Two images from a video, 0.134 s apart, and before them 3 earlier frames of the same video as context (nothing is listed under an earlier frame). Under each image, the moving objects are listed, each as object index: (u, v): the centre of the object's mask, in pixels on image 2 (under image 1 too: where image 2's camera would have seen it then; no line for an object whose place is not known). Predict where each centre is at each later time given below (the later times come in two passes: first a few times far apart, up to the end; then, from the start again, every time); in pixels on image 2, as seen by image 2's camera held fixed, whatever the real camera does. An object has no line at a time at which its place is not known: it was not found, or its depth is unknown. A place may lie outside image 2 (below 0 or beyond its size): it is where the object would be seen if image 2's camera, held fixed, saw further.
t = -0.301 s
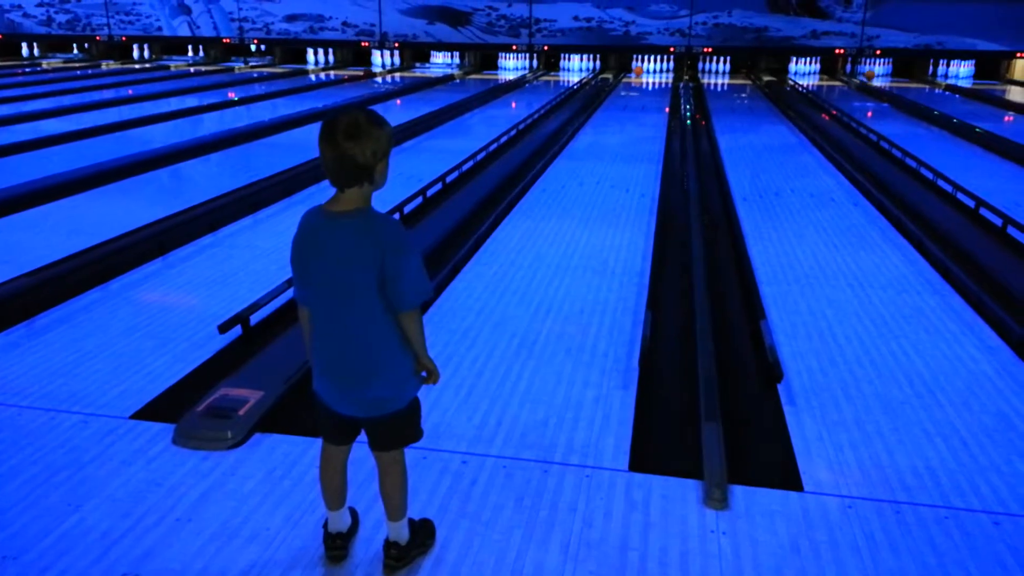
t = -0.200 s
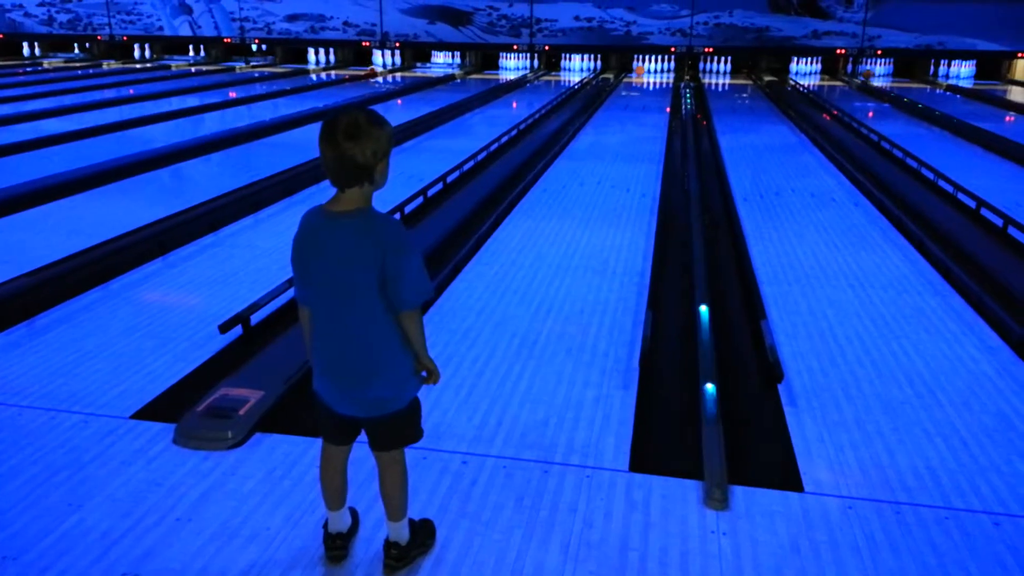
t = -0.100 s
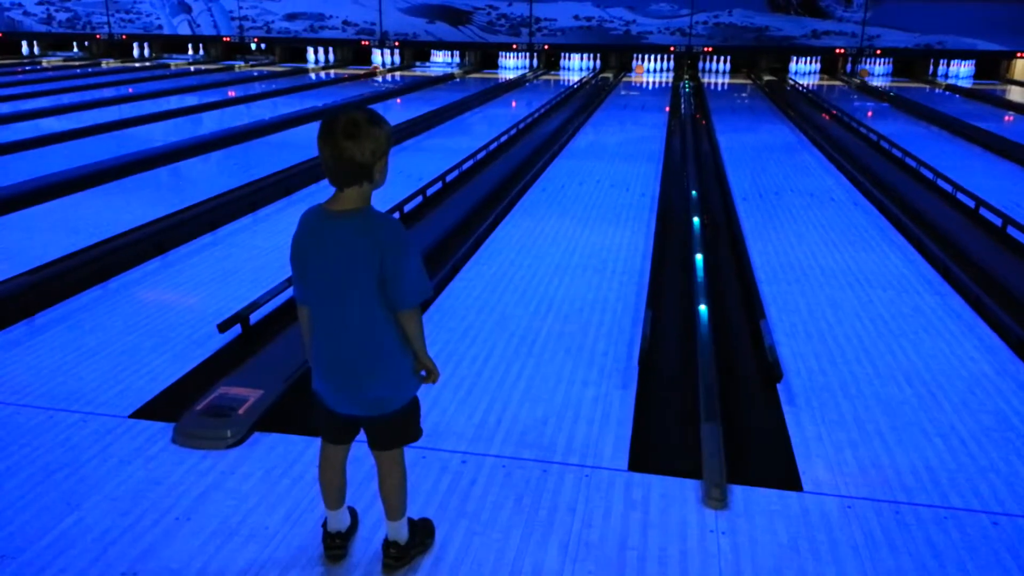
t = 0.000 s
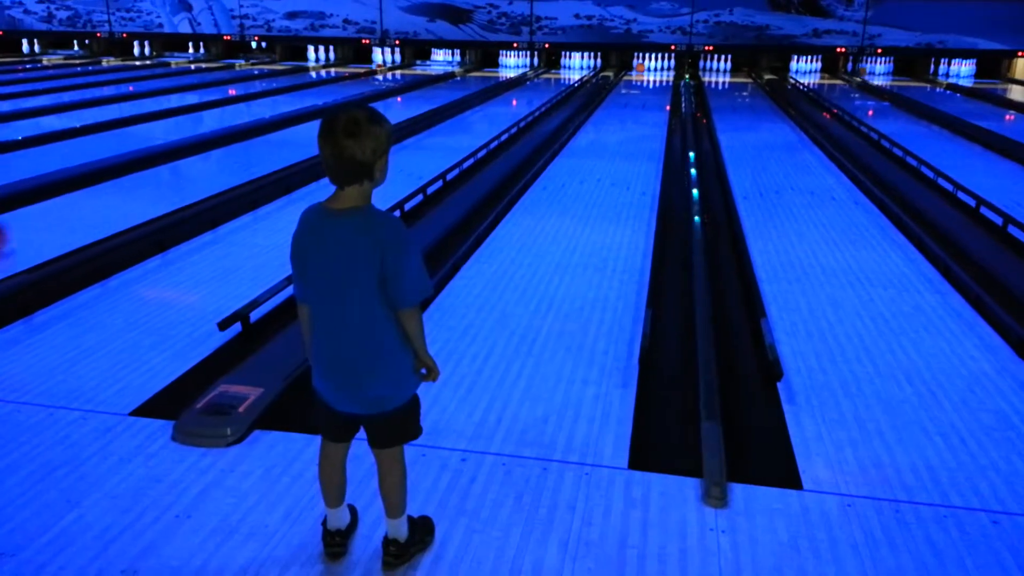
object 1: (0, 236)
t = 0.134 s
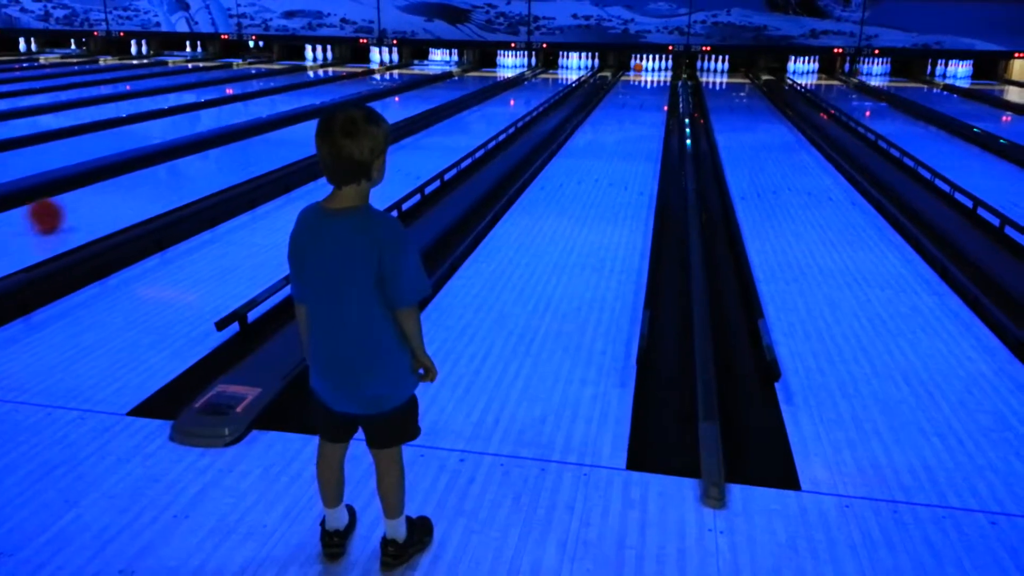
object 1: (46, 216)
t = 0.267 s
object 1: (99, 198)
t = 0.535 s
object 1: (180, 171)
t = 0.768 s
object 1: (234, 153)
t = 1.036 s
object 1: (280, 137)
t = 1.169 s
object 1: (300, 131)
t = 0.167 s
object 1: (60, 212)
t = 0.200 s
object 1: (73, 207)
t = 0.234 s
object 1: (86, 203)
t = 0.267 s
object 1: (99, 198)
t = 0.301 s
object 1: (111, 194)
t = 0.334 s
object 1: (122, 191)
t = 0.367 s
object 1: (133, 187)
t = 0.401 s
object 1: (143, 184)
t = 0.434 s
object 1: (153, 180)
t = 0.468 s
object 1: (163, 177)
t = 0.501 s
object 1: (171, 174)
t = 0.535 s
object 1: (180, 171)
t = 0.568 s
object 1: (189, 168)
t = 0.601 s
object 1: (197, 165)
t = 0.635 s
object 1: (205, 163)
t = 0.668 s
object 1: (213, 160)
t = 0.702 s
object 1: (220, 158)
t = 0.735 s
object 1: (227, 156)
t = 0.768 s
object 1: (234, 153)
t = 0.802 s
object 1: (240, 151)
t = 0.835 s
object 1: (246, 149)
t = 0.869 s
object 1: (253, 147)
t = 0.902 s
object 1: (258, 145)
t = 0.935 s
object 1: (265, 143)
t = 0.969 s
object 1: (270, 141)
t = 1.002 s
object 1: (275, 139)
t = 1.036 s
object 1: (280, 137)
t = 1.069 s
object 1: (285, 136)
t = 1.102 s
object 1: (290, 134)
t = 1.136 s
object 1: (295, 133)
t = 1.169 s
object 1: (300, 131)
